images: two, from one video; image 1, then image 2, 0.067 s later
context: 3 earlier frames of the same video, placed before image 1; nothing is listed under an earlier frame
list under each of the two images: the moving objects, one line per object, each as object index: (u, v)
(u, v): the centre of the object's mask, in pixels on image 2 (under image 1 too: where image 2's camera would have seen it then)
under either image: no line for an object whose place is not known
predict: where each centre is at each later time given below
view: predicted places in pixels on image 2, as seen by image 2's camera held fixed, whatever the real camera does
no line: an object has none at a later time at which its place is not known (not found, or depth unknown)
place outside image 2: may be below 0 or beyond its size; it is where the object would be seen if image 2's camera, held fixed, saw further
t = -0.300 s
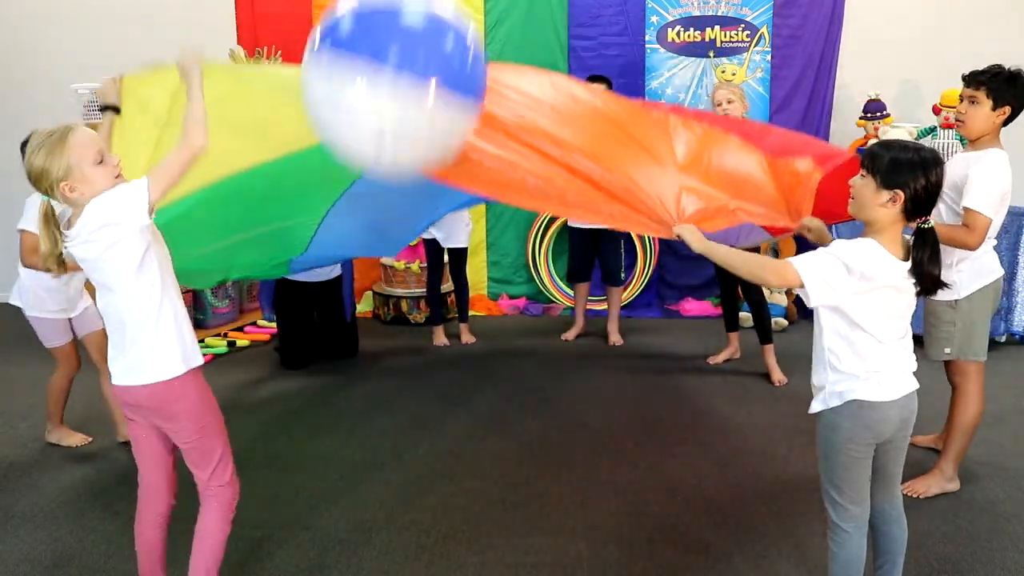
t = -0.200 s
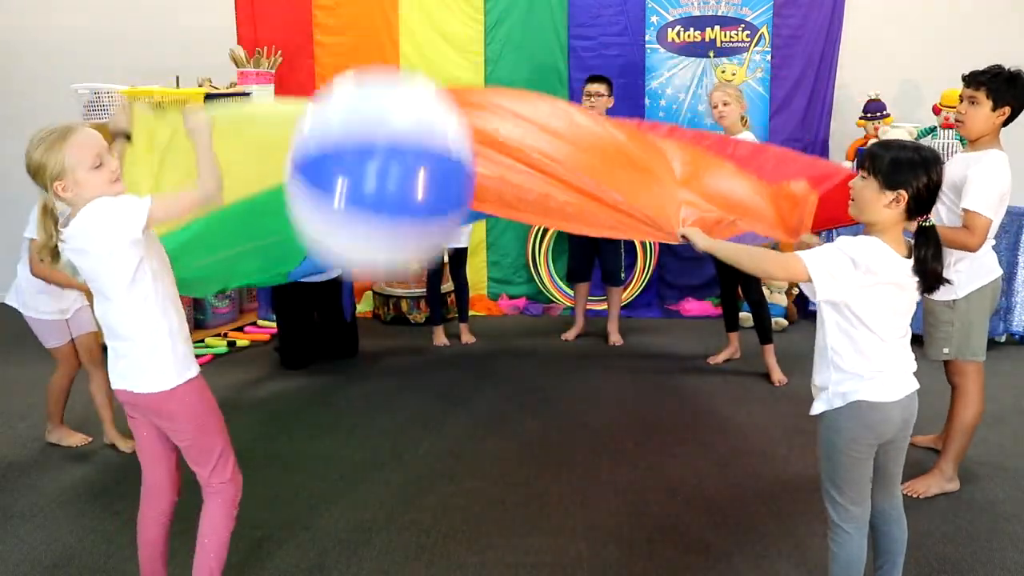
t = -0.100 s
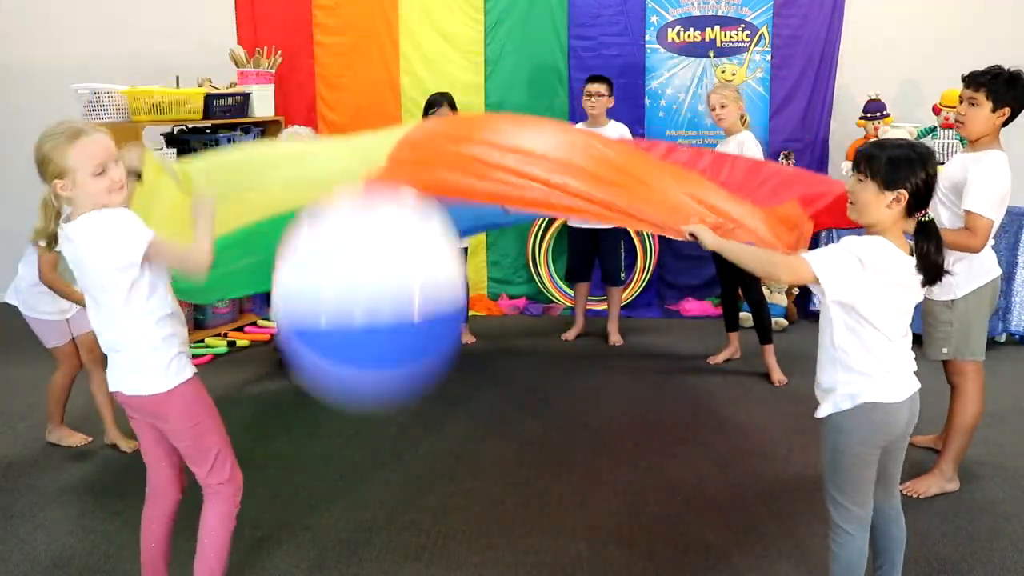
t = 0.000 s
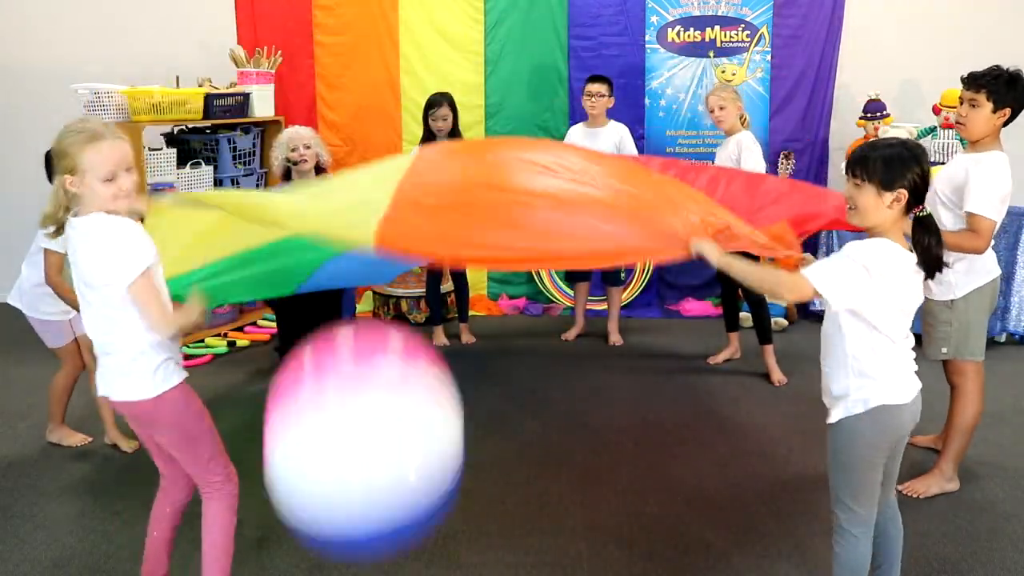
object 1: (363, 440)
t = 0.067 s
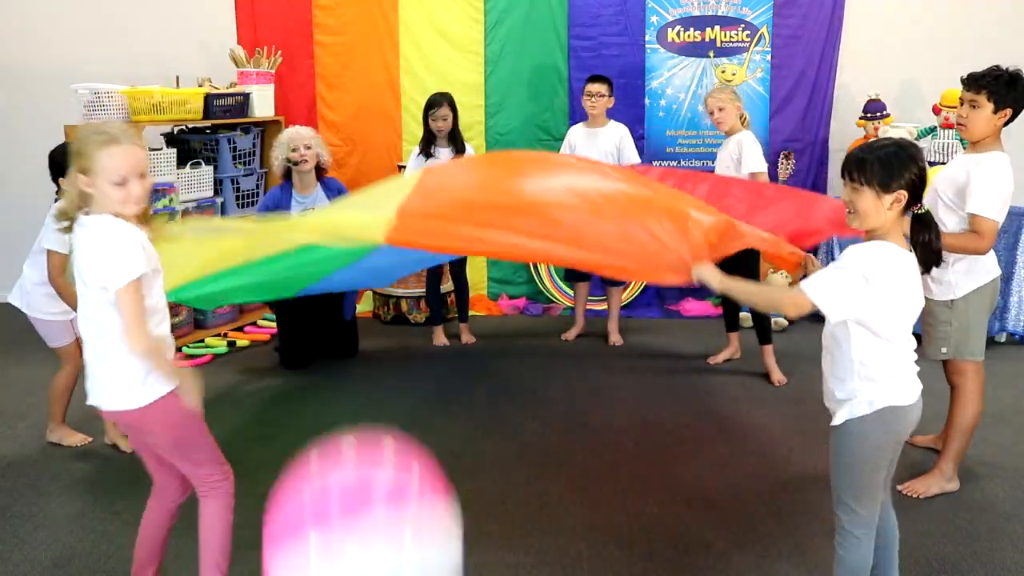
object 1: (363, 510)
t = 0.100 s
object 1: (364, 537)
